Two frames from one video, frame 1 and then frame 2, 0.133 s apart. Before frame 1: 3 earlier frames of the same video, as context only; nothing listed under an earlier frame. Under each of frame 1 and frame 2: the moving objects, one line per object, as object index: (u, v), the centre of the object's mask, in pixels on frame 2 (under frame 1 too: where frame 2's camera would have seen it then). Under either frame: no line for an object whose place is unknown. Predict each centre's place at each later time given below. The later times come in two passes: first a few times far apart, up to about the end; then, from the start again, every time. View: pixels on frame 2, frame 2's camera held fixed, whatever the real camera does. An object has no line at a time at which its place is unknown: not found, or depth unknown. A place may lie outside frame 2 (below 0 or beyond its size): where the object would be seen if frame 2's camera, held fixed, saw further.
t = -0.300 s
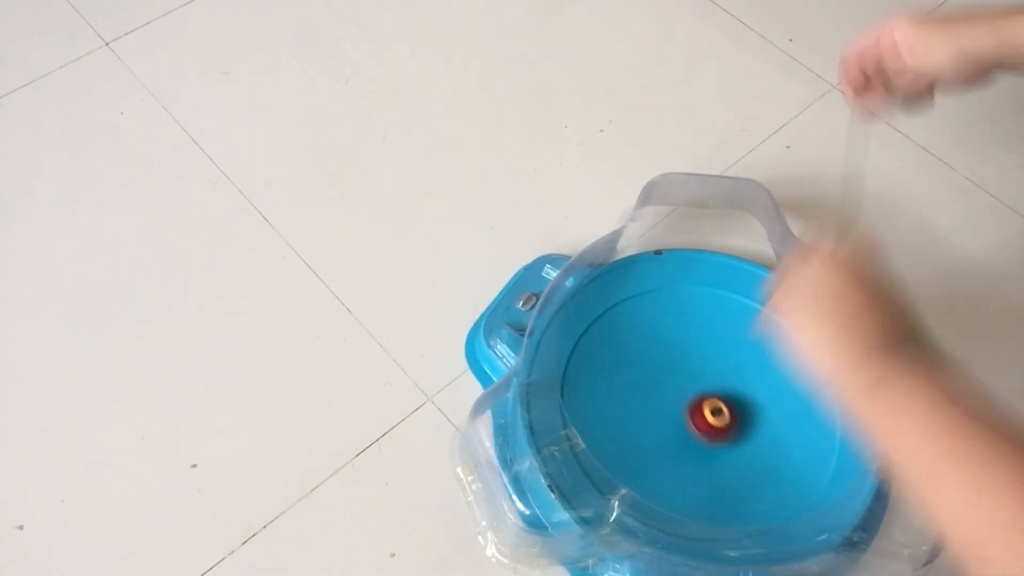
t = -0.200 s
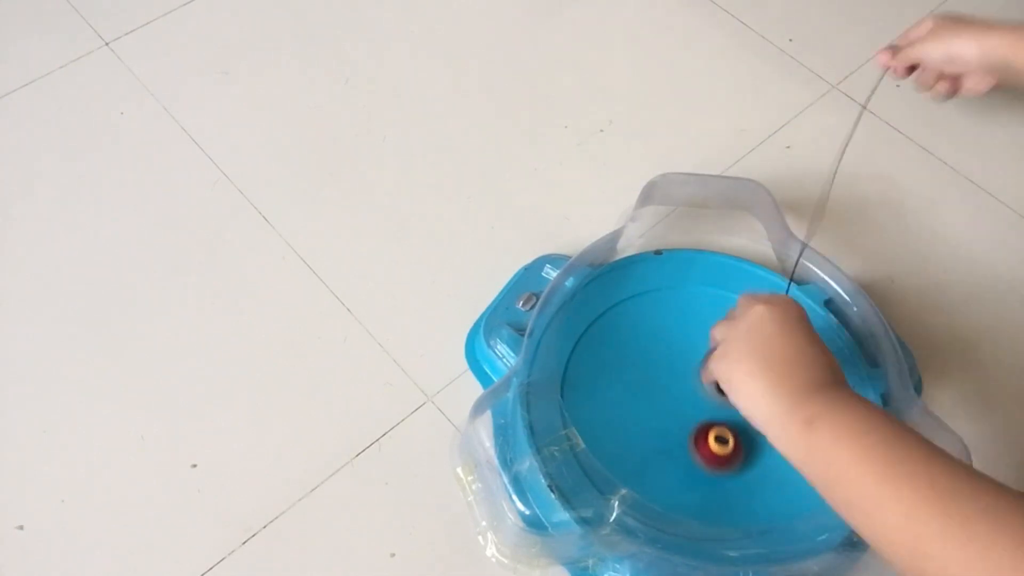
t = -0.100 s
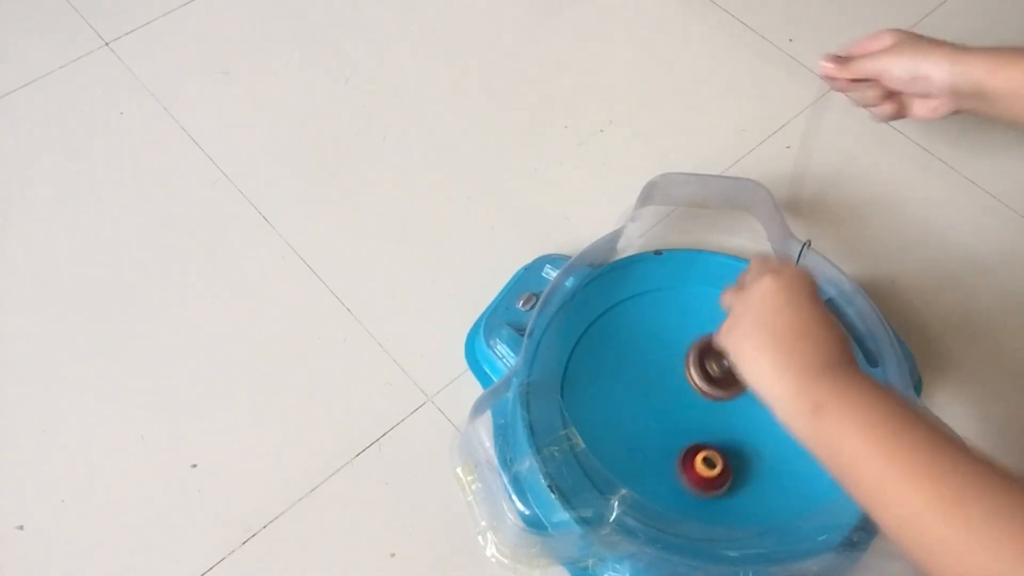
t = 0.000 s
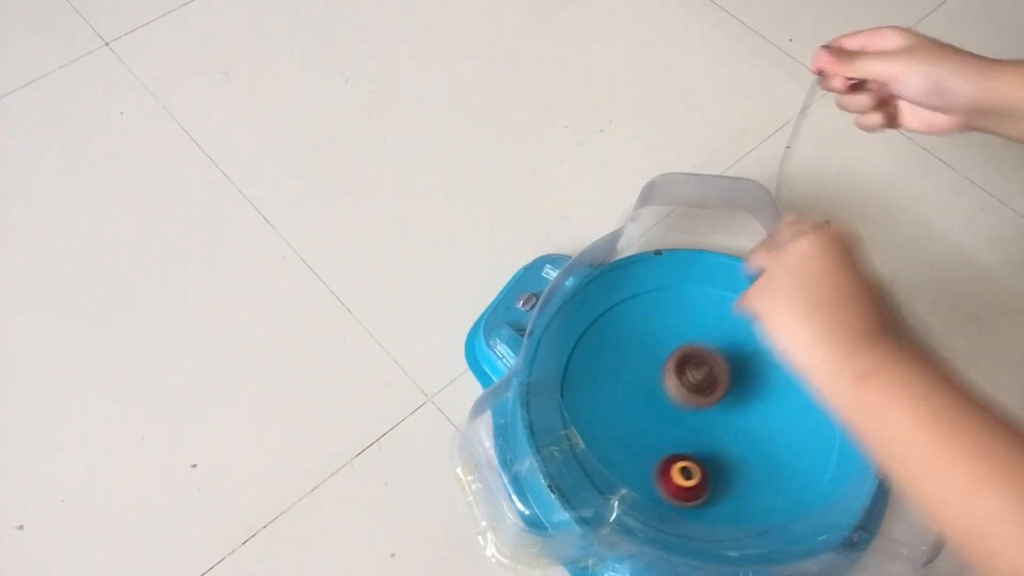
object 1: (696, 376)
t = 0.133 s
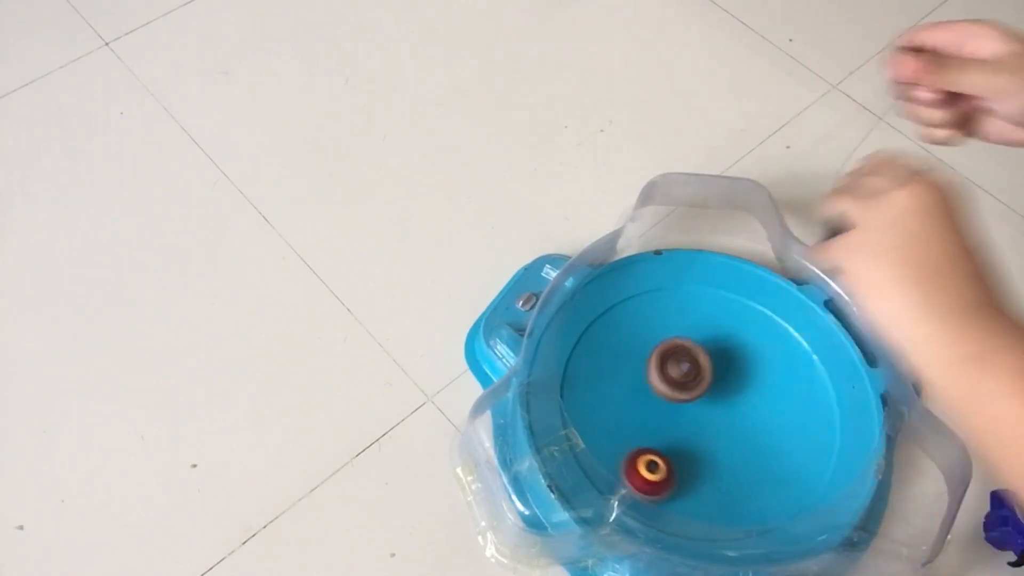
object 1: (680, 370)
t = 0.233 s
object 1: (669, 373)
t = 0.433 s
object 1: (702, 390)
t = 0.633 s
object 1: (761, 375)
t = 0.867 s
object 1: (748, 340)
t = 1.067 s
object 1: (694, 348)
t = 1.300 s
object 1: (683, 404)
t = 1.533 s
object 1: (718, 407)
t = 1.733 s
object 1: (742, 410)
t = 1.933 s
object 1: (752, 403)
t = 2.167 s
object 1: (764, 387)
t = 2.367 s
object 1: (728, 383)
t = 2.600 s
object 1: (739, 462)
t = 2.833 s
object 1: (770, 468)
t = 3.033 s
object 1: (762, 427)
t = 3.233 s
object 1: (697, 396)
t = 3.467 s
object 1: (625, 425)
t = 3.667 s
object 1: (648, 473)
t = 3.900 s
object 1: (717, 460)
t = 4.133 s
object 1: (706, 370)
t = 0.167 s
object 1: (674, 375)
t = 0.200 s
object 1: (672, 373)
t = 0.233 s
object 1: (669, 373)
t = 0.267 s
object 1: (666, 378)
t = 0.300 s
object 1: (670, 380)
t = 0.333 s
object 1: (674, 385)
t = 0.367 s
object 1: (681, 388)
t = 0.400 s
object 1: (692, 389)
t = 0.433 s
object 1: (702, 390)
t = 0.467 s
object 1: (714, 390)
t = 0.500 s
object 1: (726, 389)
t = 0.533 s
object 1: (737, 387)
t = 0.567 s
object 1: (747, 384)
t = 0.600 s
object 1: (755, 380)
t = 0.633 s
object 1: (761, 375)
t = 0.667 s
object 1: (765, 370)
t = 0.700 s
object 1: (767, 365)
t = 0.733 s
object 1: (767, 360)
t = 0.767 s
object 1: (764, 354)
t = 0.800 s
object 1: (760, 349)
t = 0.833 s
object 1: (755, 344)
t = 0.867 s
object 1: (748, 340)
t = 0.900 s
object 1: (739, 338)
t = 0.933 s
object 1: (730, 337)
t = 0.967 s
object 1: (721, 337)
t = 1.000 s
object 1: (711, 339)
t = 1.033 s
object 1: (702, 343)
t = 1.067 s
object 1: (694, 348)
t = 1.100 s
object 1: (687, 357)
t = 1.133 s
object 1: (682, 366)
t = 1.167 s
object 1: (679, 377)
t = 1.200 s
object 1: (679, 390)
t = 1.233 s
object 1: (680, 402)
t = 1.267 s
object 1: (682, 408)
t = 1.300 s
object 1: (683, 404)
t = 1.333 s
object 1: (686, 403)
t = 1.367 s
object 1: (689, 402)
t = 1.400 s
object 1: (694, 402)
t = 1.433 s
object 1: (700, 402)
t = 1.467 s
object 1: (706, 404)
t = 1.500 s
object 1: (712, 405)
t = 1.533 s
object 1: (718, 407)
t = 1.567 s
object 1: (723, 408)
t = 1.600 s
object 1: (728, 409)
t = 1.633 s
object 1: (733, 409)
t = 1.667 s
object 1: (737, 410)
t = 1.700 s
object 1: (740, 410)
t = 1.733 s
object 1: (742, 410)
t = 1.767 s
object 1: (744, 410)
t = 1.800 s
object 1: (746, 409)
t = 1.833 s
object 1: (747, 408)
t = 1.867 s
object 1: (748, 406)
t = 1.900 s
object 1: (748, 405)
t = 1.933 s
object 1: (752, 403)
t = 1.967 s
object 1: (756, 401)
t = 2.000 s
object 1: (758, 398)
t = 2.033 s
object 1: (758, 396)
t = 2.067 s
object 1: (756, 393)
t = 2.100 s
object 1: (756, 390)
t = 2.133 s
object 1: (761, 389)
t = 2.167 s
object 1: (764, 387)
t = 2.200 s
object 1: (763, 385)
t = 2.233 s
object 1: (760, 384)
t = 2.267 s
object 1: (755, 382)
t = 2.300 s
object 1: (747, 381)
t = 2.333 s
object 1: (738, 382)
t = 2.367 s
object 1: (728, 383)
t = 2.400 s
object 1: (717, 386)
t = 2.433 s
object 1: (718, 400)
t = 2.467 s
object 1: (723, 416)
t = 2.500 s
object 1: (727, 430)
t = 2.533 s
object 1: (730, 443)
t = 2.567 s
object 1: (734, 453)
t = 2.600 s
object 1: (739, 462)
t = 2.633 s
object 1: (744, 468)
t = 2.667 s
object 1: (749, 472)
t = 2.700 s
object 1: (754, 474)
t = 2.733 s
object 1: (758, 475)
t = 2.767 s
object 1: (763, 474)
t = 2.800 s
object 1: (767, 472)
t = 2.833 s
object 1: (770, 468)
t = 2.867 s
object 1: (772, 463)
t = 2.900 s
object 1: (773, 456)
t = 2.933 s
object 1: (772, 450)
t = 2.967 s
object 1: (771, 442)
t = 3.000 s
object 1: (767, 435)
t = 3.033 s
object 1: (762, 427)
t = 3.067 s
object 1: (755, 420)
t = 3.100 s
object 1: (746, 413)
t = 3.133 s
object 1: (736, 407)
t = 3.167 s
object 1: (724, 402)
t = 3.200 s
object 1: (711, 399)
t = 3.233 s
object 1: (697, 396)
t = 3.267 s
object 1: (684, 395)
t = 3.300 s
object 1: (670, 396)
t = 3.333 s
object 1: (656, 399)
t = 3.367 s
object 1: (645, 404)
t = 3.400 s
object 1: (636, 410)
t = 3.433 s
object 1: (629, 417)
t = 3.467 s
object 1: (625, 425)
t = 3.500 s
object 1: (623, 434)
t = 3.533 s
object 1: (623, 443)
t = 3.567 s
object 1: (626, 452)
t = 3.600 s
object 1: (631, 461)
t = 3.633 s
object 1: (639, 468)
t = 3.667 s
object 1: (648, 473)
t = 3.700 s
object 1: (659, 477)
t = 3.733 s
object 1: (670, 479)
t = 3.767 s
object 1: (680, 480)
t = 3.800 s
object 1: (691, 478)
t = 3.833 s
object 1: (701, 474)
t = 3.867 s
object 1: (710, 468)
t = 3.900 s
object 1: (717, 460)
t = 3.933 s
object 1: (724, 449)
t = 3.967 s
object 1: (728, 438)
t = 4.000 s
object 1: (729, 424)
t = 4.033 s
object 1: (727, 410)
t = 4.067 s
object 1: (723, 396)
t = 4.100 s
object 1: (716, 383)
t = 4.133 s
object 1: (706, 370)
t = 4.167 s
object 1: (709, 362)
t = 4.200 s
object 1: (717, 359)
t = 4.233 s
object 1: (721, 355)
